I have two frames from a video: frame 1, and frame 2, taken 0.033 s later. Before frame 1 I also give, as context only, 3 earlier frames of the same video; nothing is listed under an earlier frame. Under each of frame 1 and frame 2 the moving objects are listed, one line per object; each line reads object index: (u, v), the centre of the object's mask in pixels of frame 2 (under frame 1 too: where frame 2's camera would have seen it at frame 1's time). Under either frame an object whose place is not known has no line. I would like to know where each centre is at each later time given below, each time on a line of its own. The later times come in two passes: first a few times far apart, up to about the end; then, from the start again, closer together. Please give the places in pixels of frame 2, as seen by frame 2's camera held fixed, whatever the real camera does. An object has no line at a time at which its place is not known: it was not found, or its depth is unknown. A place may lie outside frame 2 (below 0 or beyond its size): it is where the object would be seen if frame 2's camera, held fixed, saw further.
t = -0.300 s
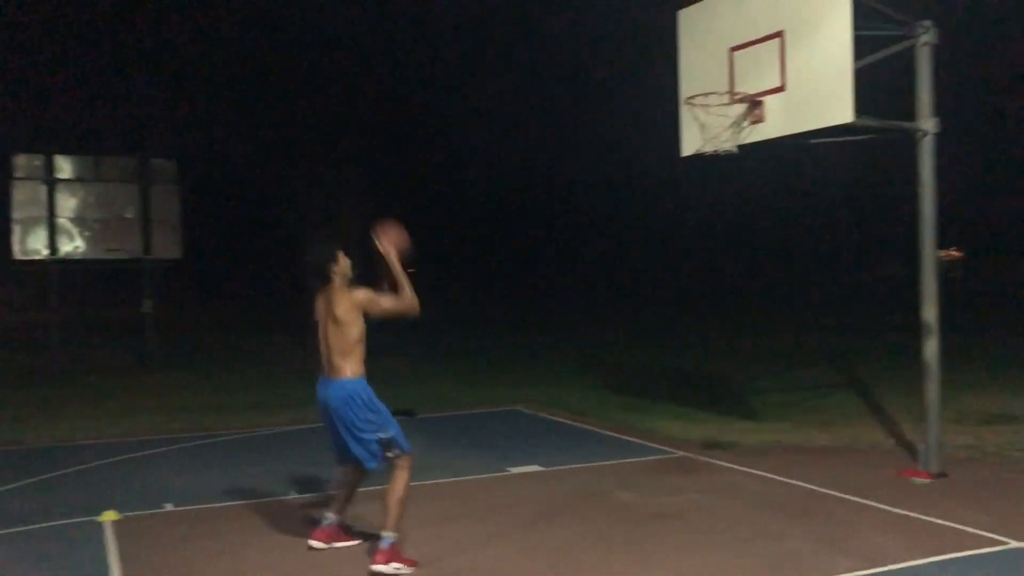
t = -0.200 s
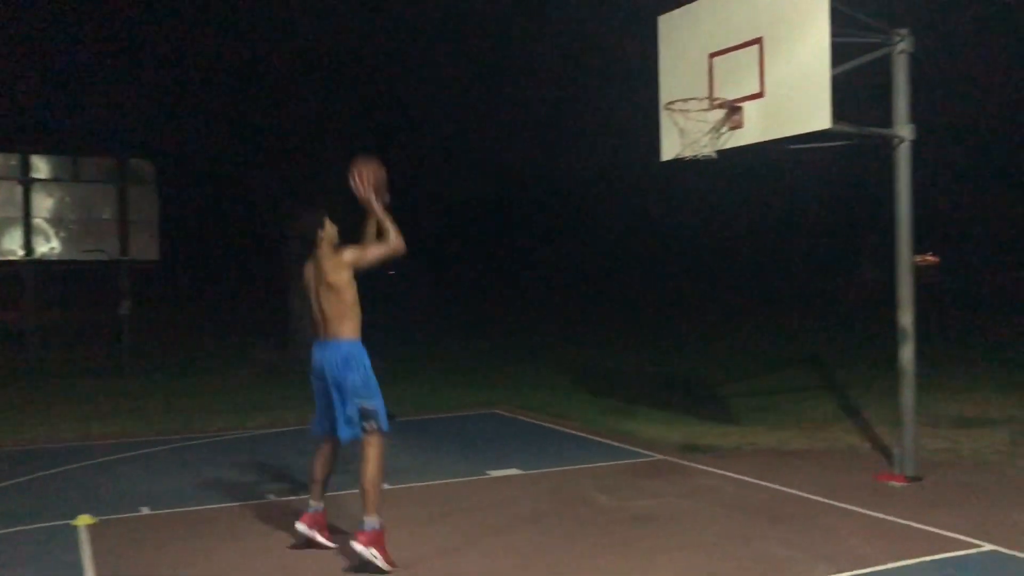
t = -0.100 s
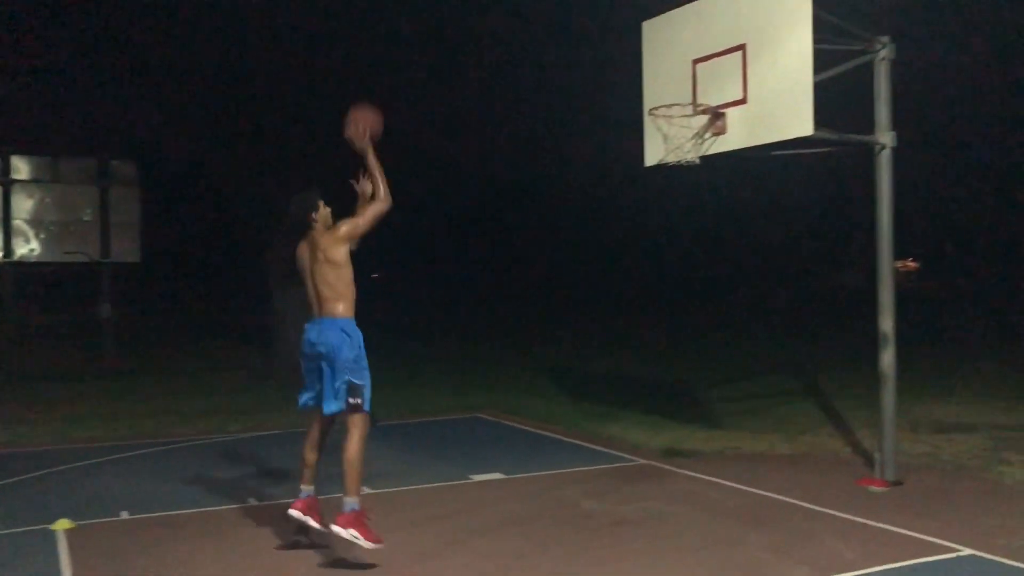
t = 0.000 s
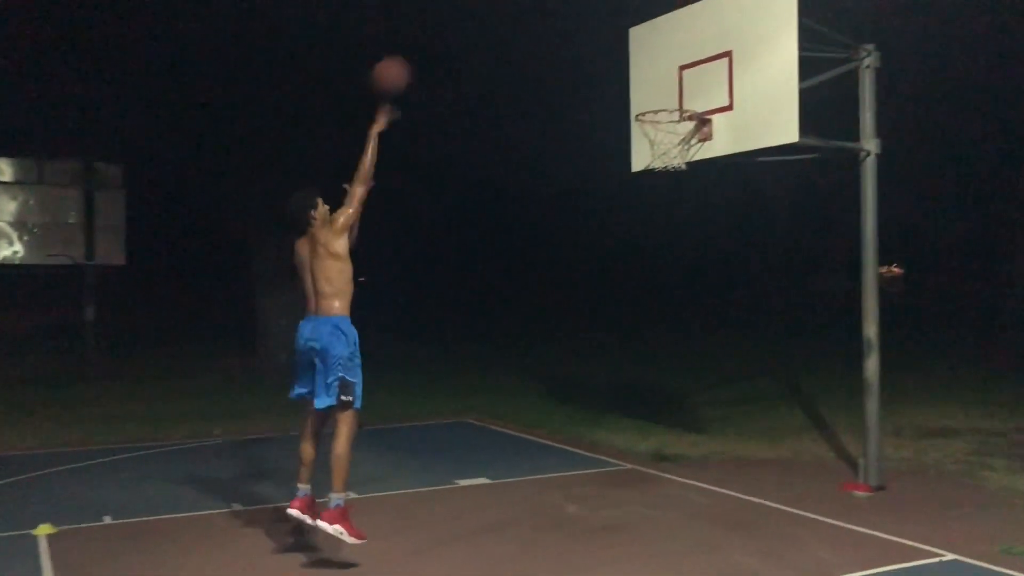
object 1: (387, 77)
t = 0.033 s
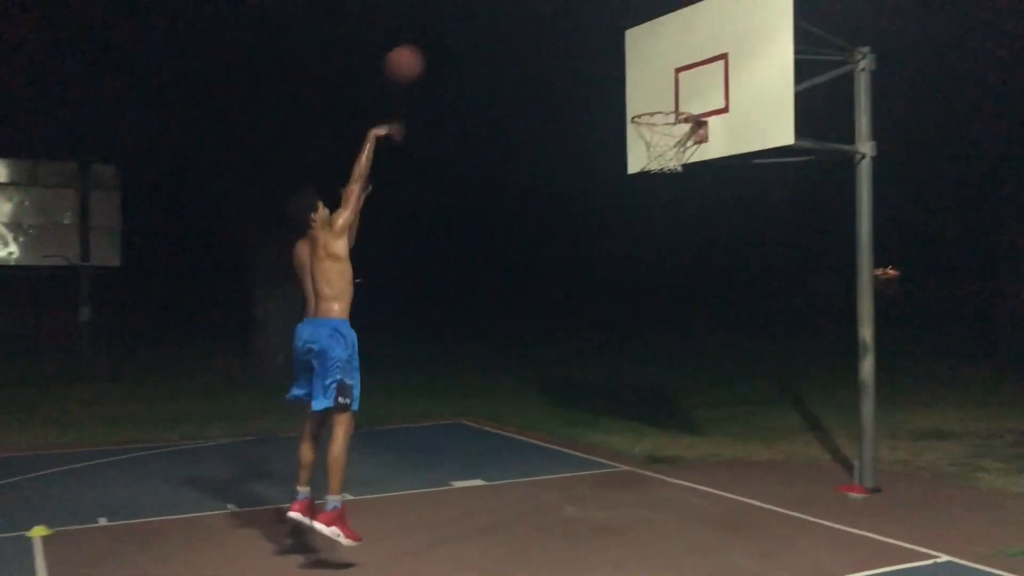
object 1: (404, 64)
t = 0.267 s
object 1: (516, 20)
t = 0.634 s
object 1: (663, 100)
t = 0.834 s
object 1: (658, 128)
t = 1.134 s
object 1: (659, 146)
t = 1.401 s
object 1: (689, 204)
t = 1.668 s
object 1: (714, 343)
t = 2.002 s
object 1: (738, 408)
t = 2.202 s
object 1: (748, 324)
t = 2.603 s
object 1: (762, 310)
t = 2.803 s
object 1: (768, 375)
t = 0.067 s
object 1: (421, 52)
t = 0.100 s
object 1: (438, 42)
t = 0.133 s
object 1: (454, 35)
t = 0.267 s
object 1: (516, 20)
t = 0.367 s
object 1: (559, 25)
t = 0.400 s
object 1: (573, 30)
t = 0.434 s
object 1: (587, 36)
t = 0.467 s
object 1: (600, 45)
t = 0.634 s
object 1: (663, 100)
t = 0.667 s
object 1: (670, 107)
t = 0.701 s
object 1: (676, 113)
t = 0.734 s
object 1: (677, 118)
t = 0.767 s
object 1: (670, 123)
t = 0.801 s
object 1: (664, 126)
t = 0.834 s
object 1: (658, 128)
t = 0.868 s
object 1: (652, 129)
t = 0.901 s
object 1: (647, 132)
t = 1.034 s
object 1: (648, 138)
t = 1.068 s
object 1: (651, 139)
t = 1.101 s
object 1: (655, 142)
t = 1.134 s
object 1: (659, 146)
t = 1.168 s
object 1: (663, 150)
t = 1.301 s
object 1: (680, 175)
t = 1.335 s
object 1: (683, 183)
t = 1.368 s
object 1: (686, 193)
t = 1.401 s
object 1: (689, 204)
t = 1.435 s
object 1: (693, 219)
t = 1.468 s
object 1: (695, 233)
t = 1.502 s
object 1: (698, 248)
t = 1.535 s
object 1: (701, 264)
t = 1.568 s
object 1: (704, 282)
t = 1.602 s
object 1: (708, 301)
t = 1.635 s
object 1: (710, 321)
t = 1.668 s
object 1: (714, 343)
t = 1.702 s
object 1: (716, 366)
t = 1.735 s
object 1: (719, 389)
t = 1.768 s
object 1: (722, 414)
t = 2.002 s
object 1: (738, 408)
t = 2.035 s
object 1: (740, 391)
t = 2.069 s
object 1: (742, 374)
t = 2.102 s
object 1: (743, 360)
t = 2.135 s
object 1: (745, 346)
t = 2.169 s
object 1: (746, 334)
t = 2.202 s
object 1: (748, 324)
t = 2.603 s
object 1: (762, 310)
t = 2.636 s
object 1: (763, 318)
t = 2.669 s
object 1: (764, 326)
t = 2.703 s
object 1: (766, 335)
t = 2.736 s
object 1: (766, 348)
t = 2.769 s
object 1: (767, 360)
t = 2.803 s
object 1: (768, 375)
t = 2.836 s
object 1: (768, 390)
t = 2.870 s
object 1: (769, 406)
